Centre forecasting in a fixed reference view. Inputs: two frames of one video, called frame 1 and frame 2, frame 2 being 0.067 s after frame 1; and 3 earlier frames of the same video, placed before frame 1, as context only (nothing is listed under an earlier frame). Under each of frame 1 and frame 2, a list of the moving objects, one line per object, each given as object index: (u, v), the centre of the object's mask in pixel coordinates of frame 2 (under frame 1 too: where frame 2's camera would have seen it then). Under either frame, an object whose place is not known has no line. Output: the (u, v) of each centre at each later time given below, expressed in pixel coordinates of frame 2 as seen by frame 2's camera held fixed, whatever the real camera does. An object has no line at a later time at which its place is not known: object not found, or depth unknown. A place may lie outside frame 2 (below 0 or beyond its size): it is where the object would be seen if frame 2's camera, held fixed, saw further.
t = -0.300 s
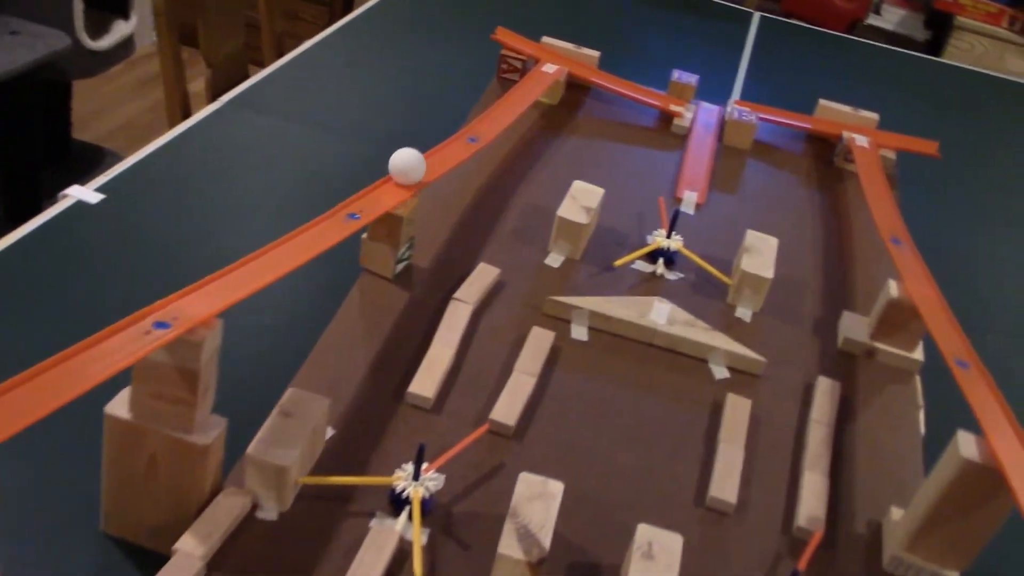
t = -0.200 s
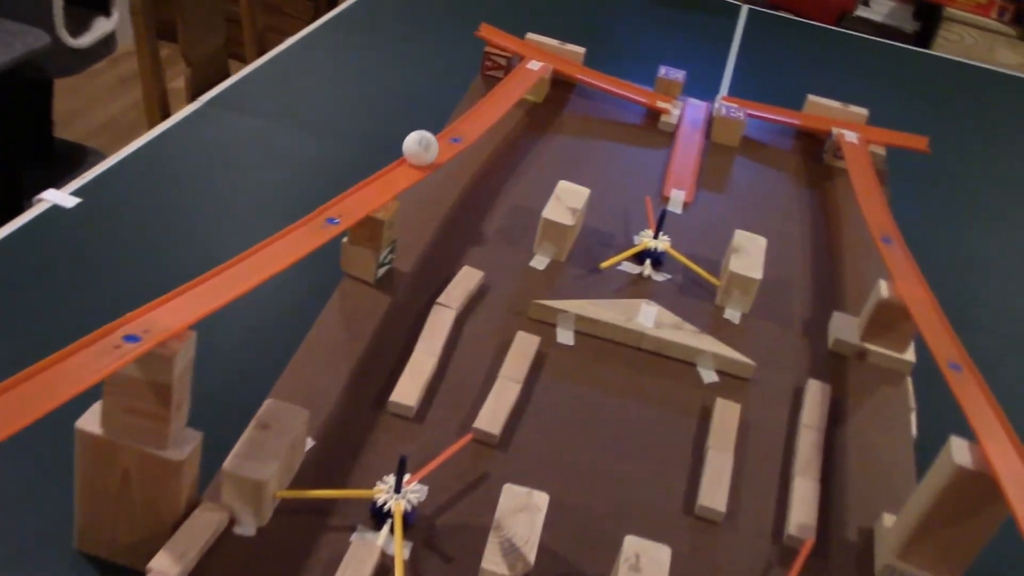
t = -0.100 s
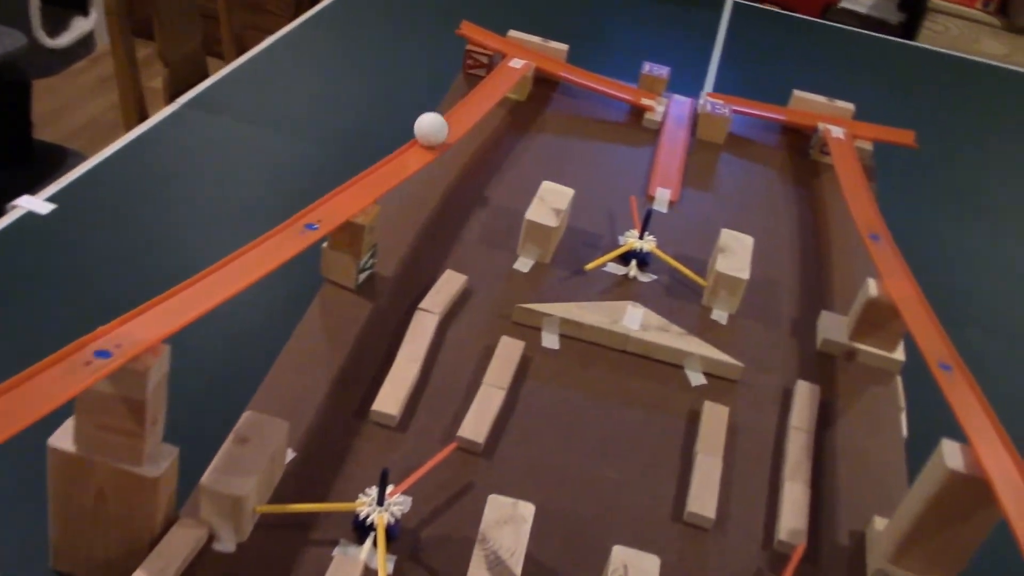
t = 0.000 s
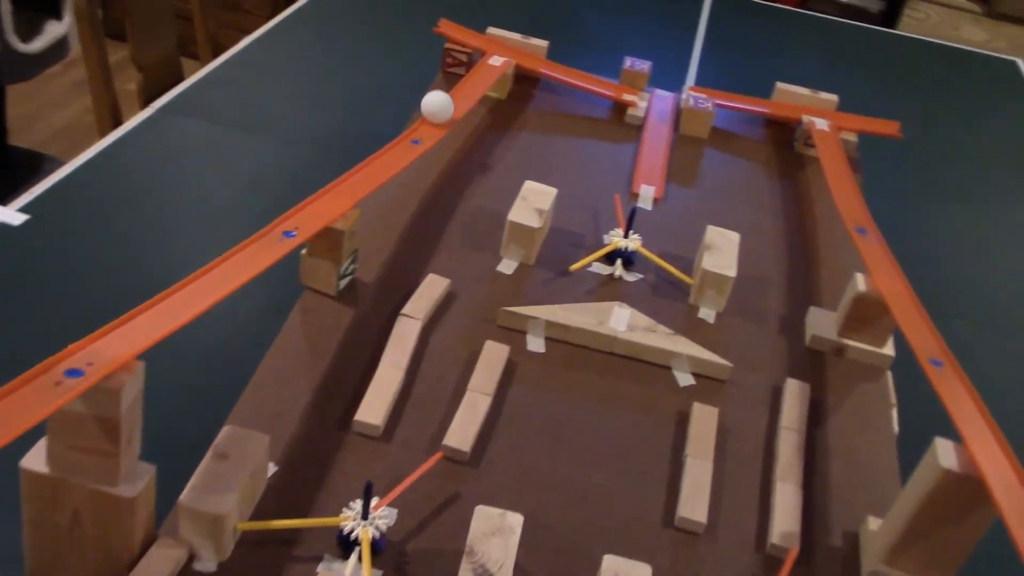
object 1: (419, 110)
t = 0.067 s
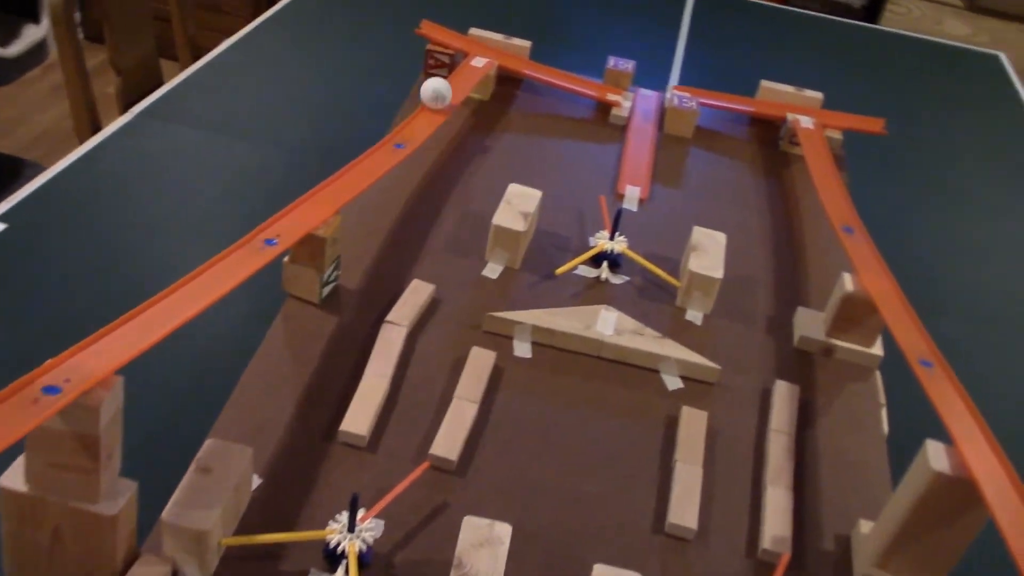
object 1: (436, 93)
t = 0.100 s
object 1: (444, 85)
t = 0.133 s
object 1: (452, 78)
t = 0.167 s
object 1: (459, 70)
